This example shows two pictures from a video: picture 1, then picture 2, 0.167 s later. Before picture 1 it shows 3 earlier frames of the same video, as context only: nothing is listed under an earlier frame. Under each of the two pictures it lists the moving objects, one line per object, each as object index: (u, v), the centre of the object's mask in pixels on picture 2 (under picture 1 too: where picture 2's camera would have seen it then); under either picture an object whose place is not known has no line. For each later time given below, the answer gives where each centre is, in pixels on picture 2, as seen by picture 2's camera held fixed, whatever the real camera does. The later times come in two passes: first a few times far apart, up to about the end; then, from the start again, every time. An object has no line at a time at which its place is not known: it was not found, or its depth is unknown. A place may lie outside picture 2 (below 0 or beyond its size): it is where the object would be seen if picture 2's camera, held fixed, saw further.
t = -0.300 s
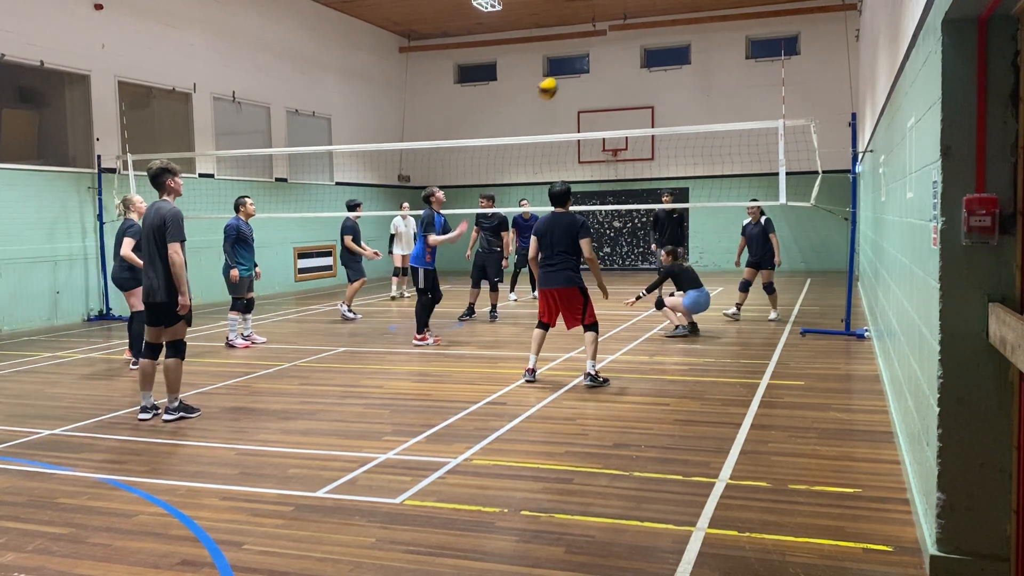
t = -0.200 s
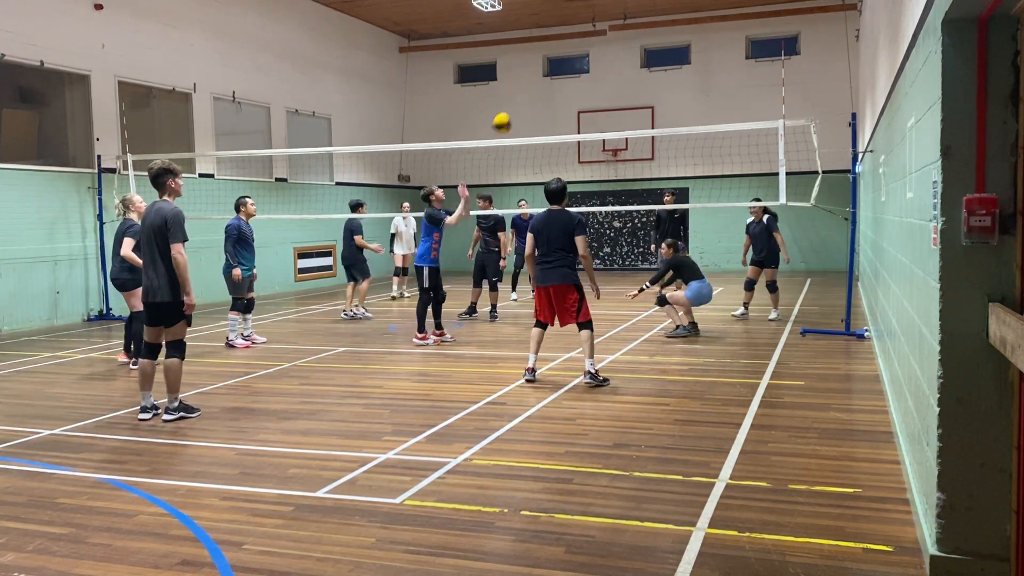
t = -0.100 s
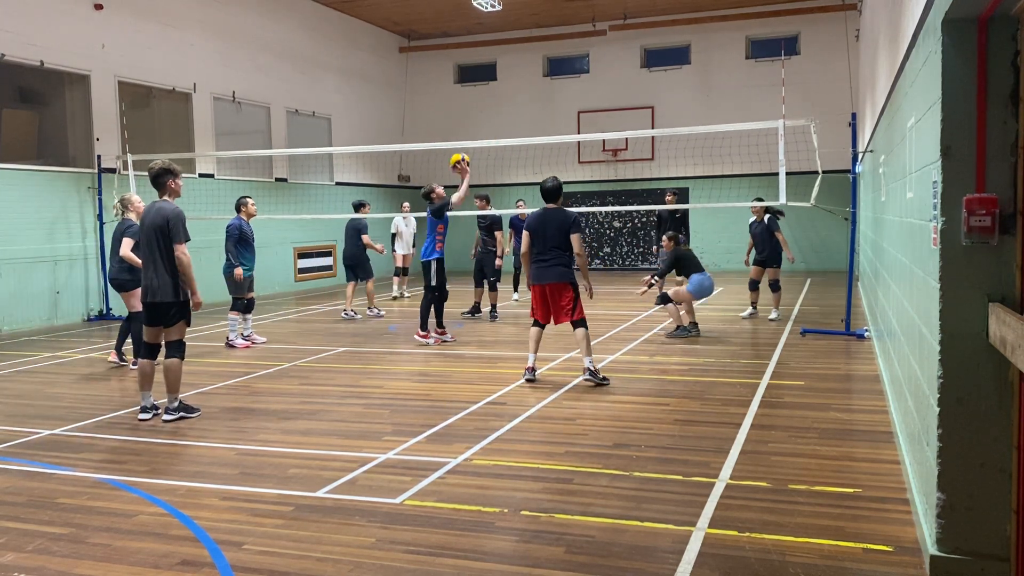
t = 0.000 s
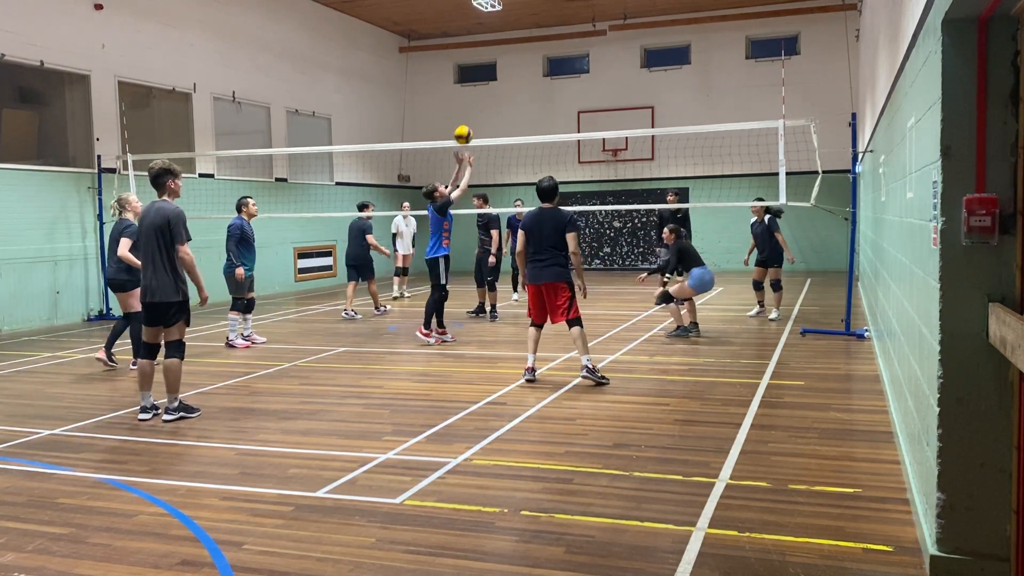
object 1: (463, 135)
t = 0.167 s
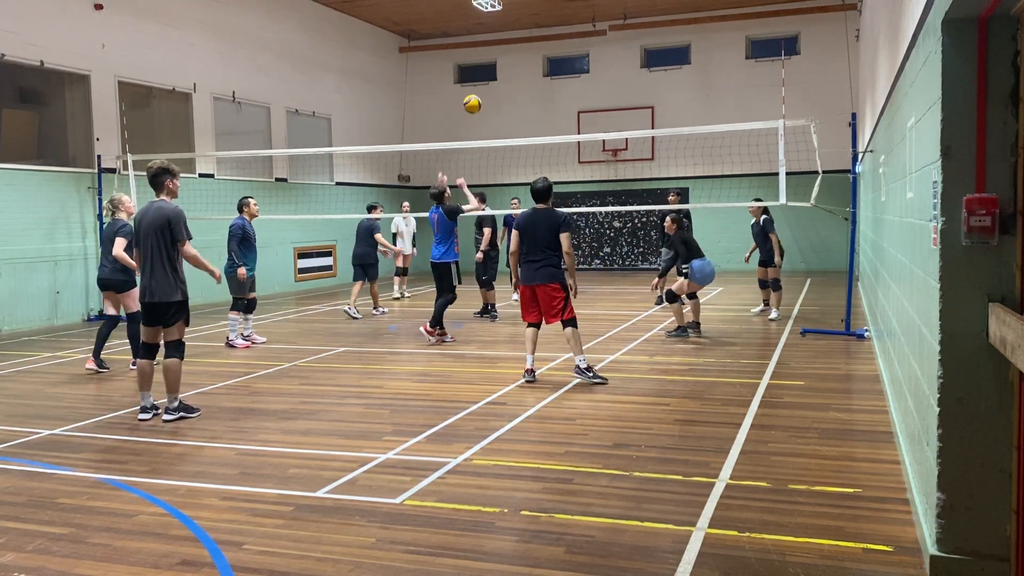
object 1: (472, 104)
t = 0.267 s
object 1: (478, 97)
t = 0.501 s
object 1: (490, 114)
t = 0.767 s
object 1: (503, 178)
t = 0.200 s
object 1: (474, 101)
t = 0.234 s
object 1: (476, 98)
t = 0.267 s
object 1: (478, 97)
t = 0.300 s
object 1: (479, 97)
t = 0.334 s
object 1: (481, 98)
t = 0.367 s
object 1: (483, 99)
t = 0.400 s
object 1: (485, 101)
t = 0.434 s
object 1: (487, 105)
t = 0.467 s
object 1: (488, 109)
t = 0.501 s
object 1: (490, 114)
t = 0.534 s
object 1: (492, 119)
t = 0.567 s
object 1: (493, 125)
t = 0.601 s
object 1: (495, 132)
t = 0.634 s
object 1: (497, 140)
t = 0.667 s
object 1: (498, 150)
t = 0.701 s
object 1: (500, 157)
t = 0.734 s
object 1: (501, 167)
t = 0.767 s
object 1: (503, 178)
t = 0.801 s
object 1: (505, 189)
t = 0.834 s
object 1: (506, 200)
